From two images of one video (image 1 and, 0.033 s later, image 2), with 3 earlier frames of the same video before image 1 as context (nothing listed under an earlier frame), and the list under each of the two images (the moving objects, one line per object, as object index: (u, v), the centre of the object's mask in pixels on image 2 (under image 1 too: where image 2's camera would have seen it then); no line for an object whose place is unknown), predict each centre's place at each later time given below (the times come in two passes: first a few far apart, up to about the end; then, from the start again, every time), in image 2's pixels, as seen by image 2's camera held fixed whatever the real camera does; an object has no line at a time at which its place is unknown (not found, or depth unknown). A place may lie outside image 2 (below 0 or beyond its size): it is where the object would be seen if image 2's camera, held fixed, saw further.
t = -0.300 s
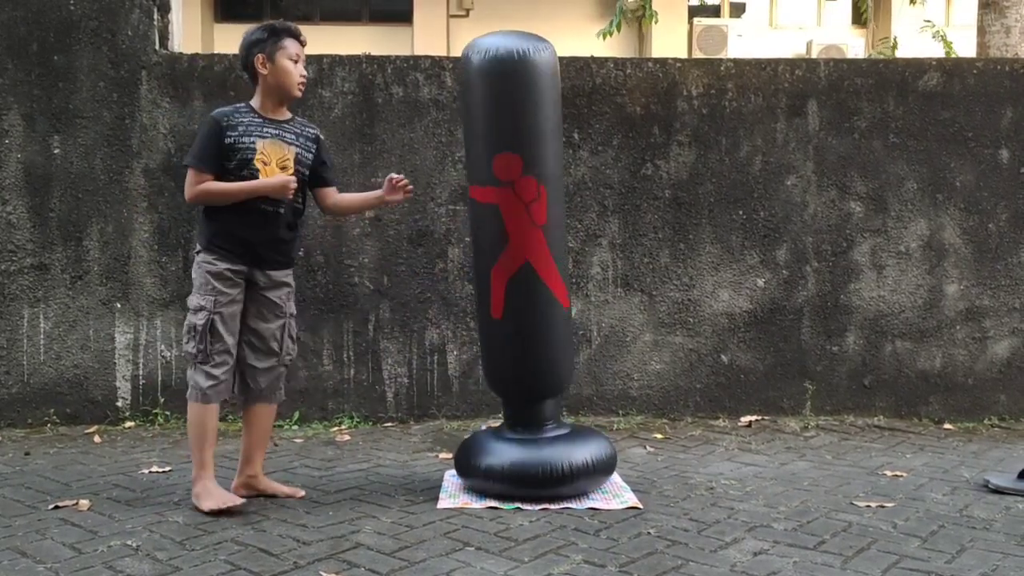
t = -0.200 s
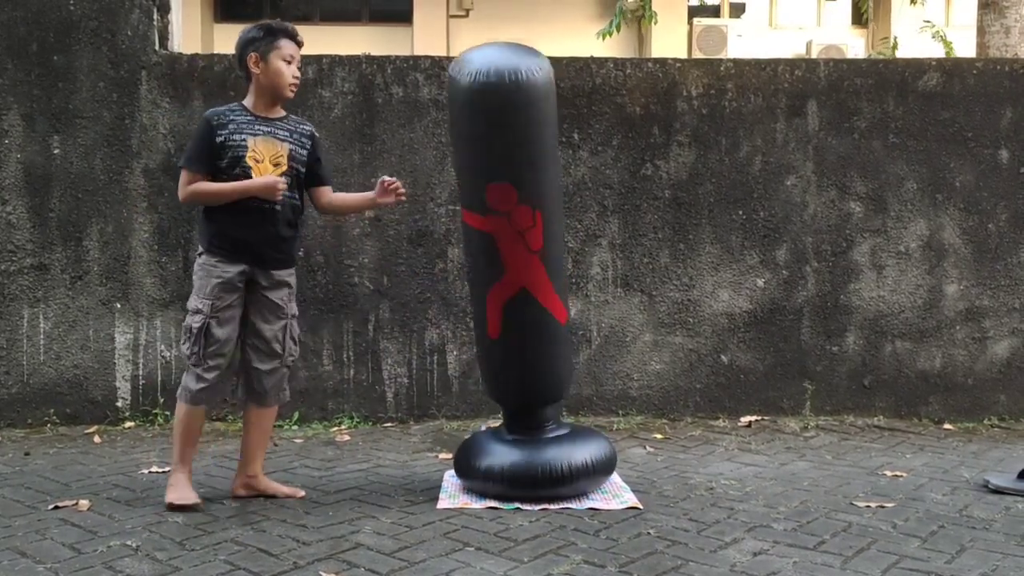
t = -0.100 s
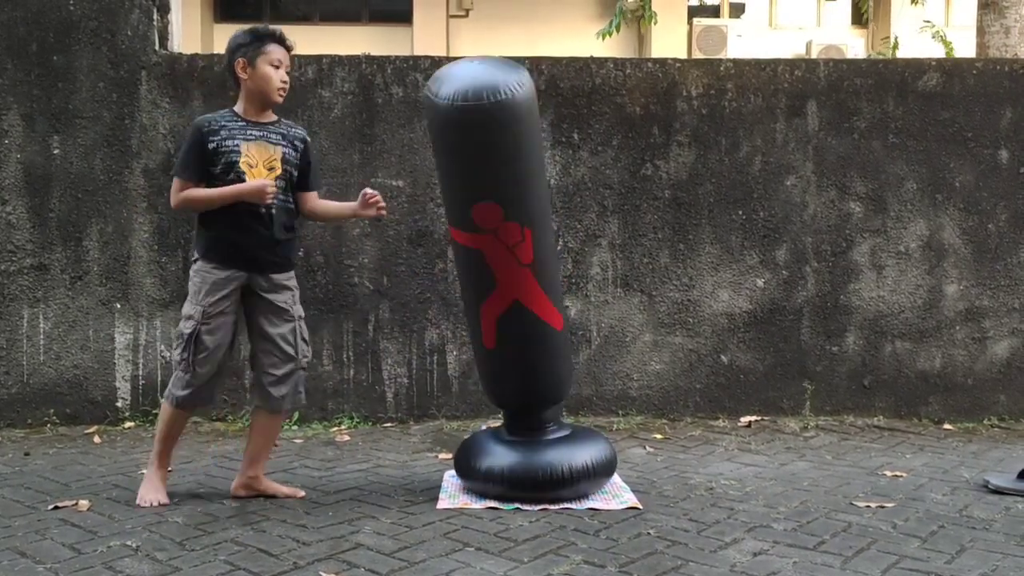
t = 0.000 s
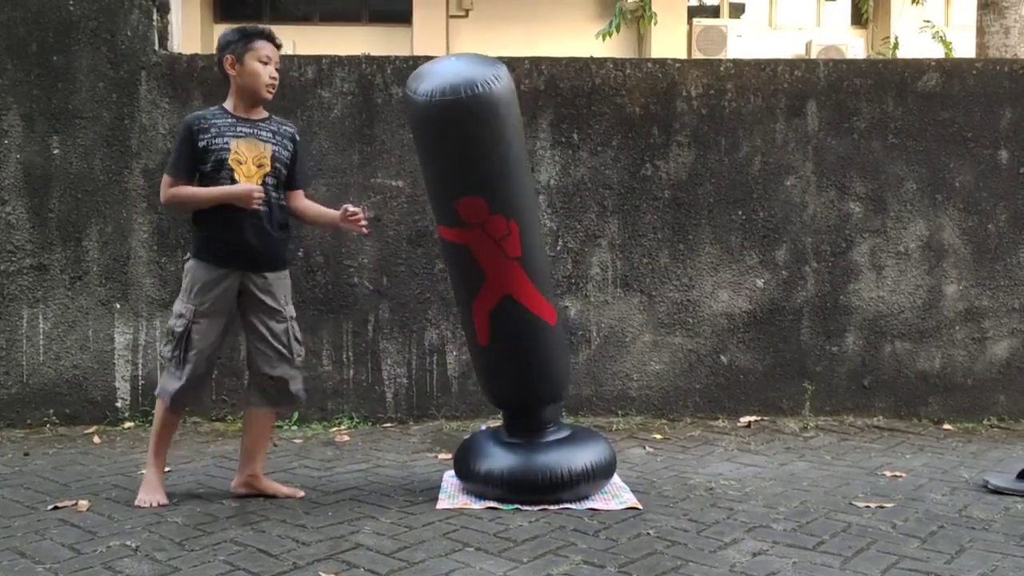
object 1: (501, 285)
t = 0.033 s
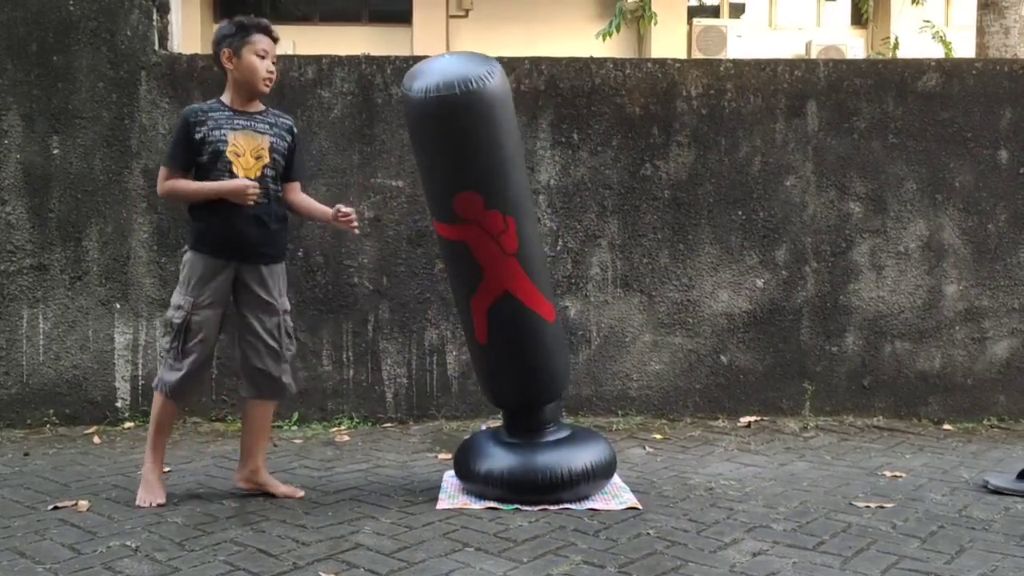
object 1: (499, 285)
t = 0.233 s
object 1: (499, 283)
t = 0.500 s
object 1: (521, 297)
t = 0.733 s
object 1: (531, 290)
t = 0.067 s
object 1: (498, 284)
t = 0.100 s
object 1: (497, 283)
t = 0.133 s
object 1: (496, 282)
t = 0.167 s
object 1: (496, 282)
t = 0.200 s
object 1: (497, 282)
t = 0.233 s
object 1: (499, 283)
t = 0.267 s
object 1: (501, 284)
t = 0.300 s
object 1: (503, 286)
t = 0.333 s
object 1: (506, 288)
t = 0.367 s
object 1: (509, 290)
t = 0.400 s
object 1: (513, 293)
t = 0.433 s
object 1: (516, 294)
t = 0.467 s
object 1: (518, 296)
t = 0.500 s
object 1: (521, 297)
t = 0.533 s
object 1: (524, 298)
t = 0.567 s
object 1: (525, 297)
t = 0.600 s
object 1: (527, 297)
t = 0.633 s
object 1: (529, 296)
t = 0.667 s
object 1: (530, 294)
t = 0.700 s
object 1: (531, 292)
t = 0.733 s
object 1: (531, 290)
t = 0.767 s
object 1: (531, 288)
